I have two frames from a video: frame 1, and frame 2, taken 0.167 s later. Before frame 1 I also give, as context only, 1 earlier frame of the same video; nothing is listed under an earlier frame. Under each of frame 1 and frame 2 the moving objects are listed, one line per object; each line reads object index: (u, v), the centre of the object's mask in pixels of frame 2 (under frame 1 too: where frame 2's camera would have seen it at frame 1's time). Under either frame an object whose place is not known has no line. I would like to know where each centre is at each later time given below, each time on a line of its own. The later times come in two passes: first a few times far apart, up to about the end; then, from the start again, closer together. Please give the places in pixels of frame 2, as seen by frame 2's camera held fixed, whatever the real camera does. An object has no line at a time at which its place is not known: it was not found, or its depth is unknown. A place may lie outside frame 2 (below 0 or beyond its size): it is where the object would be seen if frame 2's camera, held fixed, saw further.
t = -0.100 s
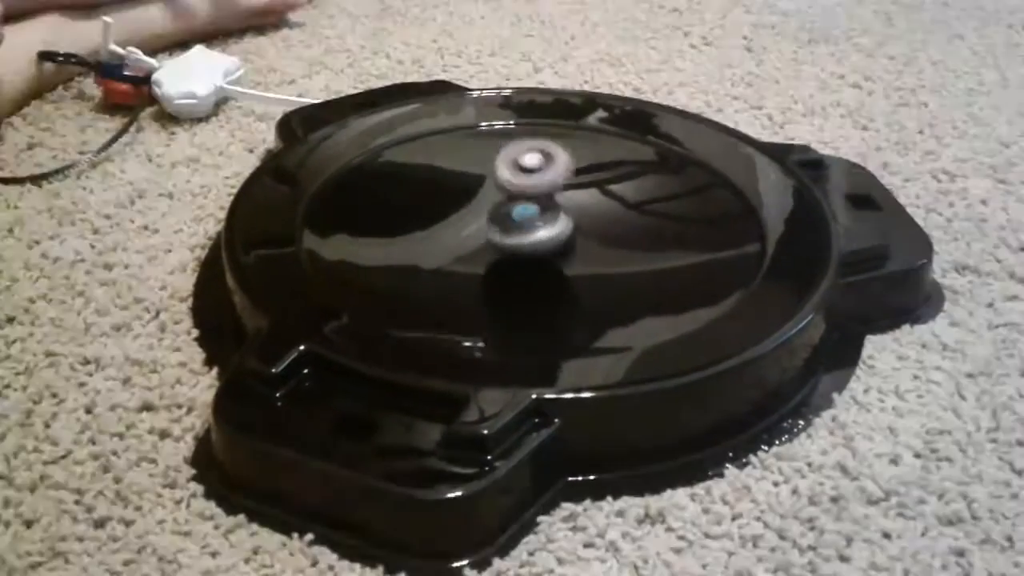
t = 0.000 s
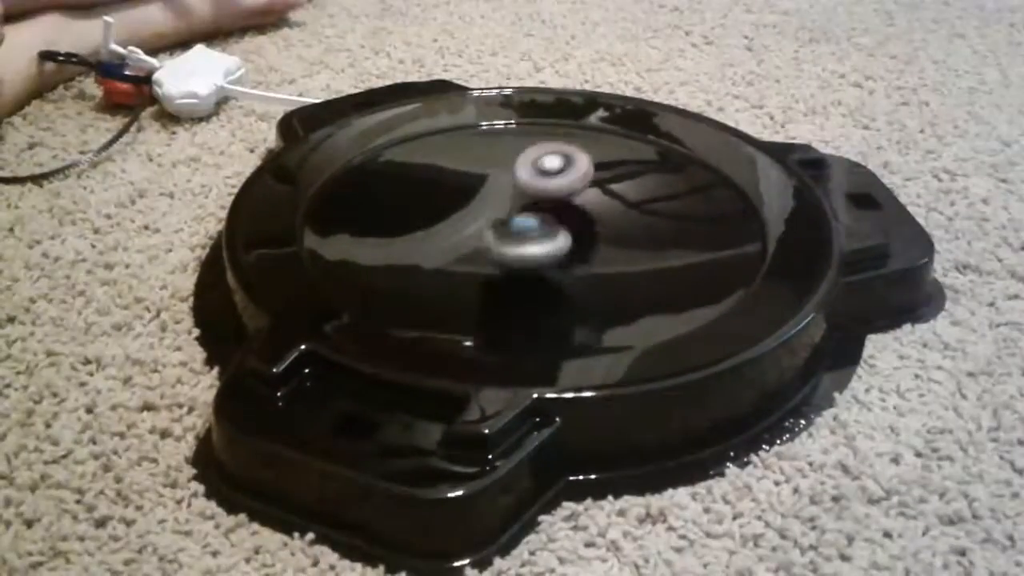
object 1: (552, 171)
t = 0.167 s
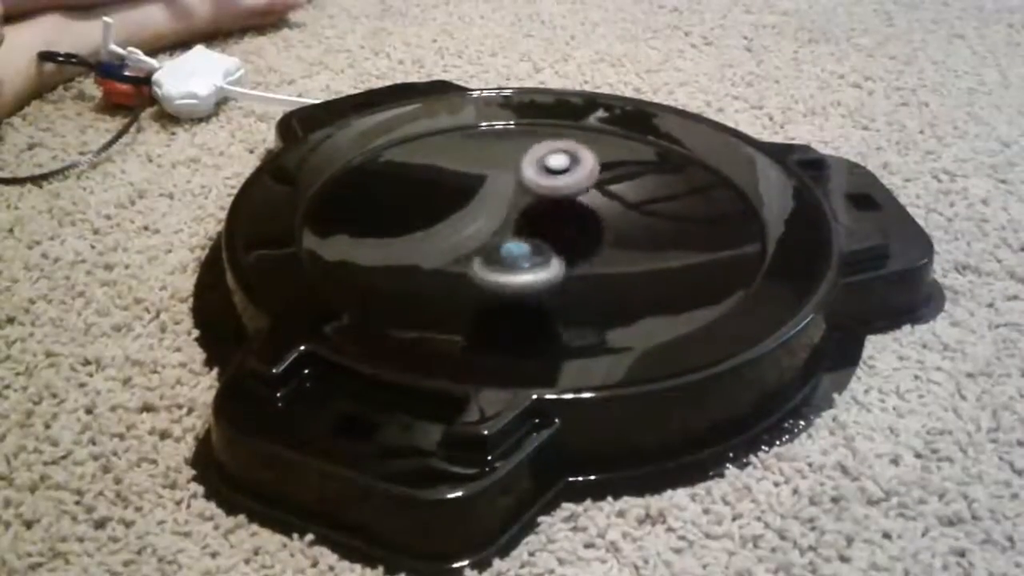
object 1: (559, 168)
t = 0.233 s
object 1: (556, 176)
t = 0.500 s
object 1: (546, 184)
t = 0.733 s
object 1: (559, 126)
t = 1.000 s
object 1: (543, 187)
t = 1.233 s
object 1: (547, 163)
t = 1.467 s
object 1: (547, 190)
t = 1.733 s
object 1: (547, 168)
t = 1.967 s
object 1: (550, 195)
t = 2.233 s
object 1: (560, 197)
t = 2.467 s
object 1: (581, 170)
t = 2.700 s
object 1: (557, 196)
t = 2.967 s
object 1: (540, 163)
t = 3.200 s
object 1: (537, 196)
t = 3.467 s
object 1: (553, 179)
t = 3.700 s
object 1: (549, 196)
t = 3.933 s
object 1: (591, 156)
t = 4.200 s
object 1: (573, 179)
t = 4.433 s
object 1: (573, 190)
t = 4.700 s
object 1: (568, 202)
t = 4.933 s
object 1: (573, 199)
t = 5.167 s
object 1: (561, 199)
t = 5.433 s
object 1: (557, 201)
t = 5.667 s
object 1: (565, 186)
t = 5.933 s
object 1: (554, 191)
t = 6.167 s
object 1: (564, 181)
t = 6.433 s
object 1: (559, 189)
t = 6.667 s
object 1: (554, 200)
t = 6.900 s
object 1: (546, 200)
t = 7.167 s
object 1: (536, 200)
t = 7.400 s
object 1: (528, 200)
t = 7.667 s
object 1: (537, 192)
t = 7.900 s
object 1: (541, 185)
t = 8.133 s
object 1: (536, 190)
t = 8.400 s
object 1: (542, 199)
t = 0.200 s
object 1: (558, 172)
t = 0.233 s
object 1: (556, 176)
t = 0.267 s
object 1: (554, 180)
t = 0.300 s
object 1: (552, 184)
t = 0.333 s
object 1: (549, 189)
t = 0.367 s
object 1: (547, 195)
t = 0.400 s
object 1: (544, 200)
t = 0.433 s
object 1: (542, 204)
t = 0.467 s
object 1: (543, 202)
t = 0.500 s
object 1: (546, 184)
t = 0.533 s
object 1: (551, 169)
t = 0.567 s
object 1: (554, 154)
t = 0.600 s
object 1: (558, 142)
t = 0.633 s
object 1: (560, 132)
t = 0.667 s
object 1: (560, 127)
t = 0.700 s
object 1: (560, 125)
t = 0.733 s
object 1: (559, 126)
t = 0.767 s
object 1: (557, 129)
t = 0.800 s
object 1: (555, 134)
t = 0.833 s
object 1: (554, 142)
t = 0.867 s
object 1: (551, 150)
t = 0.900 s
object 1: (549, 158)
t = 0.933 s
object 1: (547, 168)
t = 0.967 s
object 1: (544, 177)
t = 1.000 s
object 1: (543, 187)
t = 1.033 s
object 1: (539, 191)
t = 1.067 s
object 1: (544, 182)
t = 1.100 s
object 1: (546, 173)
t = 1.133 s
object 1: (547, 167)
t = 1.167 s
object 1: (547, 164)
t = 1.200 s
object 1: (547, 163)
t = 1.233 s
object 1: (547, 163)
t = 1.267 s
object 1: (547, 165)
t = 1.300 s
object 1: (547, 168)
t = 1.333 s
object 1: (546, 172)
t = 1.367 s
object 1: (546, 175)
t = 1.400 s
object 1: (546, 180)
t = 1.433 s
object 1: (546, 184)
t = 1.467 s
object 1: (547, 190)
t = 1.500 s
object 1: (546, 194)
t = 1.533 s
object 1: (546, 190)
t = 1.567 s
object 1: (548, 180)
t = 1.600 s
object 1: (549, 173)
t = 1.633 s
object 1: (548, 169)
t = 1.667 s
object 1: (548, 167)
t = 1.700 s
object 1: (548, 166)
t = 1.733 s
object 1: (547, 168)
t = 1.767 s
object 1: (547, 171)
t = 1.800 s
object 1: (547, 175)
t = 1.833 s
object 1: (548, 179)
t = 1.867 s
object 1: (548, 183)
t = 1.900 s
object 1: (547, 187)
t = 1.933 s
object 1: (547, 191)
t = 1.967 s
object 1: (550, 195)
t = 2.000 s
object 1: (553, 195)
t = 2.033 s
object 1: (556, 193)
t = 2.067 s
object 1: (558, 192)
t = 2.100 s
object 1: (559, 192)
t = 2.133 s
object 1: (559, 193)
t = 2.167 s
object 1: (559, 194)
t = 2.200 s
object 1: (559, 196)
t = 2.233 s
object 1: (560, 197)
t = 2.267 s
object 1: (566, 189)
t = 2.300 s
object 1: (574, 180)
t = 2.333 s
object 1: (580, 174)
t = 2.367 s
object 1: (583, 169)
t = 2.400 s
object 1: (584, 168)
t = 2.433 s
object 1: (583, 168)
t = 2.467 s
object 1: (581, 170)
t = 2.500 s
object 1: (578, 173)
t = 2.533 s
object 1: (575, 176)
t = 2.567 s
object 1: (572, 180)
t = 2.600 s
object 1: (568, 184)
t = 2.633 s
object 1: (564, 188)
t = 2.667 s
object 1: (560, 192)
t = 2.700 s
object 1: (557, 196)
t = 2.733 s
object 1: (555, 195)
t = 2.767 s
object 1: (553, 184)
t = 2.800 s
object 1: (553, 177)
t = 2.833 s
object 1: (551, 168)
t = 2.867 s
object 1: (547, 161)
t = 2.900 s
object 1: (544, 160)
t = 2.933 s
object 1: (542, 161)
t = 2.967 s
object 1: (540, 163)
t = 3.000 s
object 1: (539, 166)
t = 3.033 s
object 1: (538, 170)
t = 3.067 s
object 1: (538, 176)
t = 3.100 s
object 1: (537, 182)
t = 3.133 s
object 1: (537, 187)
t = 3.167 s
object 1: (537, 192)
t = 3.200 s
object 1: (537, 196)
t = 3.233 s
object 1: (540, 193)
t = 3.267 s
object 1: (547, 187)
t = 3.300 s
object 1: (551, 181)
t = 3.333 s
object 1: (553, 178)
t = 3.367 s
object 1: (554, 176)
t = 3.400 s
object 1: (554, 176)
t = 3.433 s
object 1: (554, 177)
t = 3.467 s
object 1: (553, 179)
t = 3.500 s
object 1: (552, 182)
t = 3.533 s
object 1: (550, 185)
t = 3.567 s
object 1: (548, 188)
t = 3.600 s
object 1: (547, 191)
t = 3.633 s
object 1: (546, 194)
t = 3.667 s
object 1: (548, 195)
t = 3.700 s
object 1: (549, 196)
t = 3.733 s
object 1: (551, 196)
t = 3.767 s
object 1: (552, 196)
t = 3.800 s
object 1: (560, 186)
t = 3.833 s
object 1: (573, 178)
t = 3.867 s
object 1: (582, 168)
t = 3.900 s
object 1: (588, 160)
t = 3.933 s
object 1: (591, 156)
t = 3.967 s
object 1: (593, 154)
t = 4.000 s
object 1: (592, 154)
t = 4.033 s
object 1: (592, 155)
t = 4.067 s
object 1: (589, 159)
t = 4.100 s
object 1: (586, 163)
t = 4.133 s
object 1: (582, 168)
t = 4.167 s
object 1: (577, 173)
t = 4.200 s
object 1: (573, 179)
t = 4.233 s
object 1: (568, 186)
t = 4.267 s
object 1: (563, 193)
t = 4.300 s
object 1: (559, 199)
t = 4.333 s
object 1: (557, 202)
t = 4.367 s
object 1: (560, 198)
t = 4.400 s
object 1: (568, 194)
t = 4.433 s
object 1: (573, 190)
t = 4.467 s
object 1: (575, 188)
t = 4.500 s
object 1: (576, 188)
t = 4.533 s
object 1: (575, 189)
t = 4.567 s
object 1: (574, 191)
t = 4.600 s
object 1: (572, 193)
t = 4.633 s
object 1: (569, 195)
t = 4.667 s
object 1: (570, 199)
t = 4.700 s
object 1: (568, 202)
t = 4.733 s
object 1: (566, 204)
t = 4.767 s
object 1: (565, 205)
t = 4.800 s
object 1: (564, 207)
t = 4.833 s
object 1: (564, 208)
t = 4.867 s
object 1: (566, 206)
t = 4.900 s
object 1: (570, 202)
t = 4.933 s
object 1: (573, 199)
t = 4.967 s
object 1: (573, 196)
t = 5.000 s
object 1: (571, 196)
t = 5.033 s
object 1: (569, 196)
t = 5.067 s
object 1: (566, 197)
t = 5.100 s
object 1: (563, 198)
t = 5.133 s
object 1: (562, 199)
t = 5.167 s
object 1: (561, 199)
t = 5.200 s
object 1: (561, 198)
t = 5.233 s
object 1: (561, 197)
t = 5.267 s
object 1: (560, 197)
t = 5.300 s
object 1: (559, 198)
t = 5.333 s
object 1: (557, 198)
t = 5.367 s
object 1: (556, 200)
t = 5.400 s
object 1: (556, 201)
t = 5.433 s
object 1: (557, 201)
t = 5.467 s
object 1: (556, 200)
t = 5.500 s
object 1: (555, 200)
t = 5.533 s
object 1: (555, 202)
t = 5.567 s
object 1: (554, 202)
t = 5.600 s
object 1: (556, 201)
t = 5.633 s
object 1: (558, 192)
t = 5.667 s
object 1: (565, 186)
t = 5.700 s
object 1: (567, 181)
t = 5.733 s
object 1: (568, 178)
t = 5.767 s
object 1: (566, 180)
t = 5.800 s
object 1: (564, 181)
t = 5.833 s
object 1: (562, 182)
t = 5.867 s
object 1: (559, 186)
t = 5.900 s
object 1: (557, 187)
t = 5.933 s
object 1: (554, 191)
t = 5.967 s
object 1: (552, 195)
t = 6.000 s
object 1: (550, 198)
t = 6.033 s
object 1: (548, 201)
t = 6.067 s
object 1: (547, 204)
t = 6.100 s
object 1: (556, 192)
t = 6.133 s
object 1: (560, 185)
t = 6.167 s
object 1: (564, 181)
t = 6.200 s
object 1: (566, 177)
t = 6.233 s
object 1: (566, 177)
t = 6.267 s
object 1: (566, 177)
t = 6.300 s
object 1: (565, 178)
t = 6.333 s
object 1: (563, 179)
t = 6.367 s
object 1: (562, 182)
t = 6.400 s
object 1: (561, 184)
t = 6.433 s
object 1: (559, 189)
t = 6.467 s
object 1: (557, 191)
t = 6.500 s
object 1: (555, 195)
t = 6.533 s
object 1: (554, 197)
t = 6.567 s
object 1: (554, 199)
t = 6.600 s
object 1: (554, 201)
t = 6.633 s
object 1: (554, 200)
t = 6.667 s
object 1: (554, 200)
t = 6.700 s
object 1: (553, 199)
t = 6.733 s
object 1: (553, 197)
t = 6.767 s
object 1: (552, 197)
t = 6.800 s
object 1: (551, 197)
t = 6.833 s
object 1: (549, 198)
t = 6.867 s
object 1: (547, 199)
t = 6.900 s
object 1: (546, 200)
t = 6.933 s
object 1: (546, 198)
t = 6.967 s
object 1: (544, 199)
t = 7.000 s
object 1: (542, 198)
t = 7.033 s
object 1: (541, 199)
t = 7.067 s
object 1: (540, 199)
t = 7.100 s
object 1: (538, 199)
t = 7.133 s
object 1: (537, 199)
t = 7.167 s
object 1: (536, 200)
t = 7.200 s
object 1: (533, 198)
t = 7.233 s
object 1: (531, 196)
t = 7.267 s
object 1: (528, 195)
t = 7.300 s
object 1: (527, 196)
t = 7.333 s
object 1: (526, 197)
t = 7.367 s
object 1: (528, 198)
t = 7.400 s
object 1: (528, 200)
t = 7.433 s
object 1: (529, 199)
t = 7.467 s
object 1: (527, 197)
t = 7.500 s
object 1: (528, 197)
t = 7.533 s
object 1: (529, 198)
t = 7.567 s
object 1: (530, 199)
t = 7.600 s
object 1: (533, 197)
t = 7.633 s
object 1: (538, 195)
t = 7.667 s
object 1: (537, 192)
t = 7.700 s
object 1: (538, 191)
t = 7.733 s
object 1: (538, 191)
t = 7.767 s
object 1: (537, 192)
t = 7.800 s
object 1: (538, 193)
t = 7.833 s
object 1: (538, 193)
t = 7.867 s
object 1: (540, 189)
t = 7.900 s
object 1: (541, 185)
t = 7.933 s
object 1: (540, 182)
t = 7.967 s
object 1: (540, 181)
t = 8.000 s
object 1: (538, 182)
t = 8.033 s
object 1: (537, 183)
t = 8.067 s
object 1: (536, 185)
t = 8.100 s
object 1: (536, 187)
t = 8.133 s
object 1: (536, 190)
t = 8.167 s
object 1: (537, 193)
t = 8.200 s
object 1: (538, 196)
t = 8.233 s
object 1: (540, 200)
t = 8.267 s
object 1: (541, 196)
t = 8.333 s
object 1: (540, 195)
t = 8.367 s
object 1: (540, 197)
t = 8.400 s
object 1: (542, 199)
